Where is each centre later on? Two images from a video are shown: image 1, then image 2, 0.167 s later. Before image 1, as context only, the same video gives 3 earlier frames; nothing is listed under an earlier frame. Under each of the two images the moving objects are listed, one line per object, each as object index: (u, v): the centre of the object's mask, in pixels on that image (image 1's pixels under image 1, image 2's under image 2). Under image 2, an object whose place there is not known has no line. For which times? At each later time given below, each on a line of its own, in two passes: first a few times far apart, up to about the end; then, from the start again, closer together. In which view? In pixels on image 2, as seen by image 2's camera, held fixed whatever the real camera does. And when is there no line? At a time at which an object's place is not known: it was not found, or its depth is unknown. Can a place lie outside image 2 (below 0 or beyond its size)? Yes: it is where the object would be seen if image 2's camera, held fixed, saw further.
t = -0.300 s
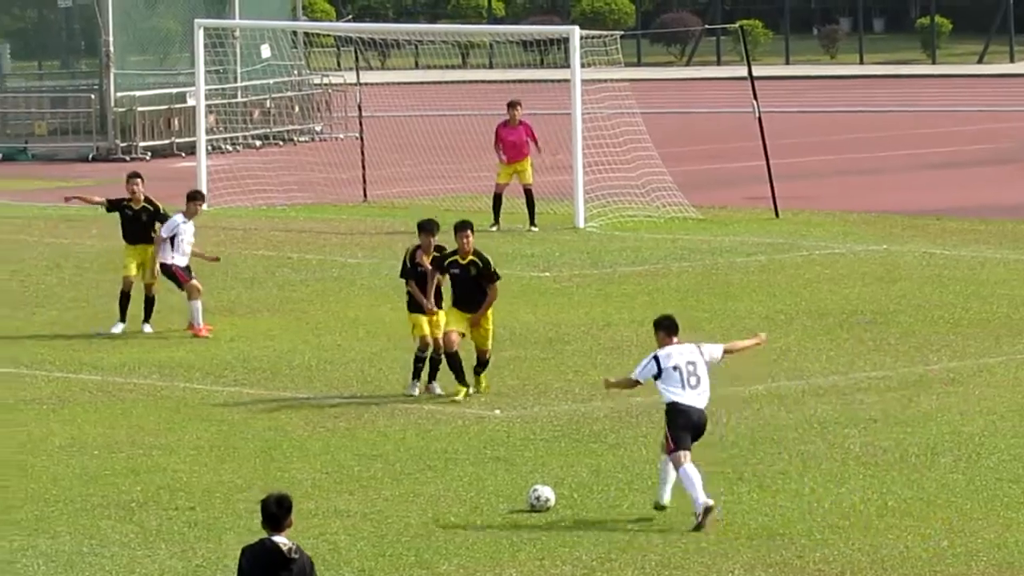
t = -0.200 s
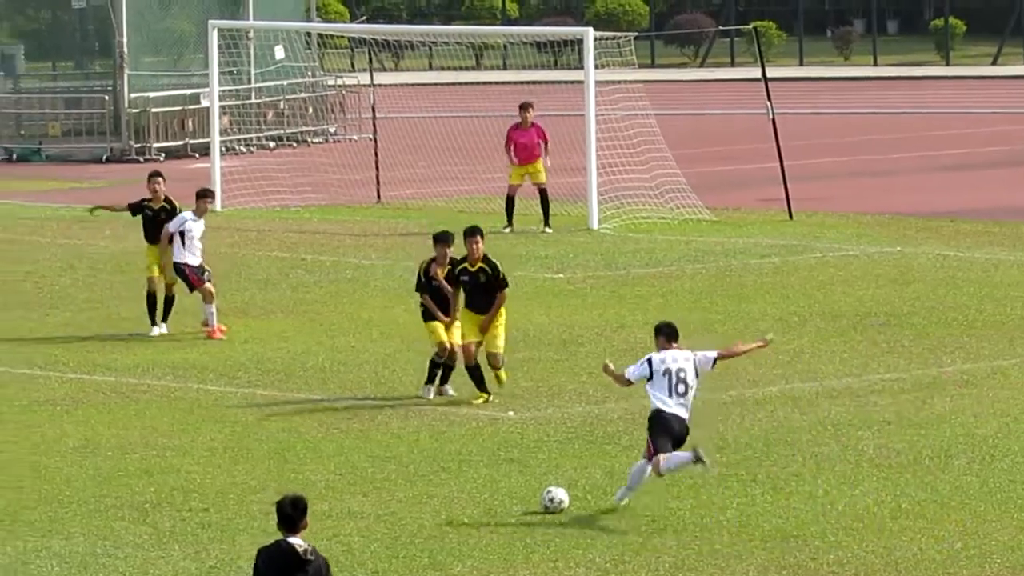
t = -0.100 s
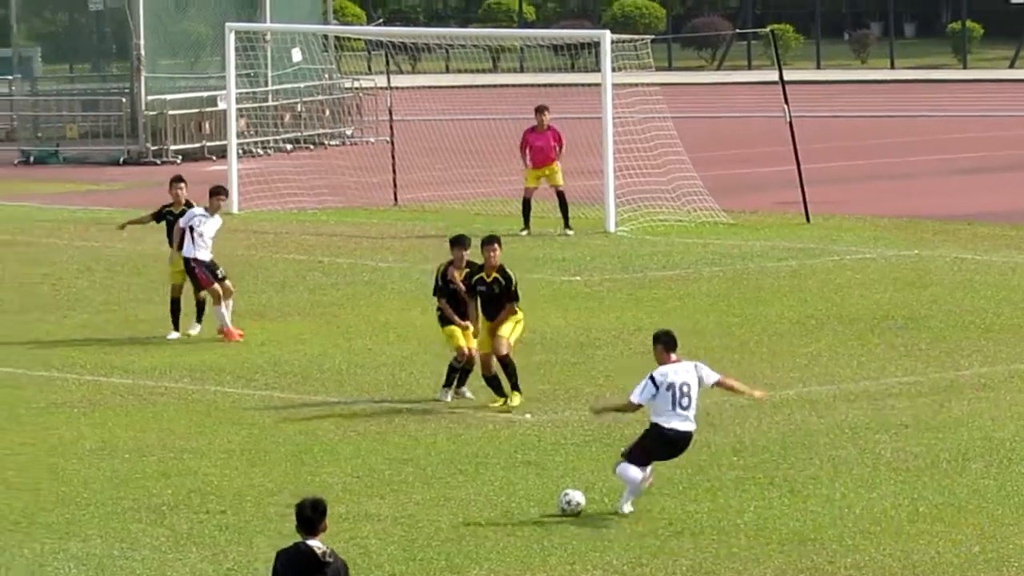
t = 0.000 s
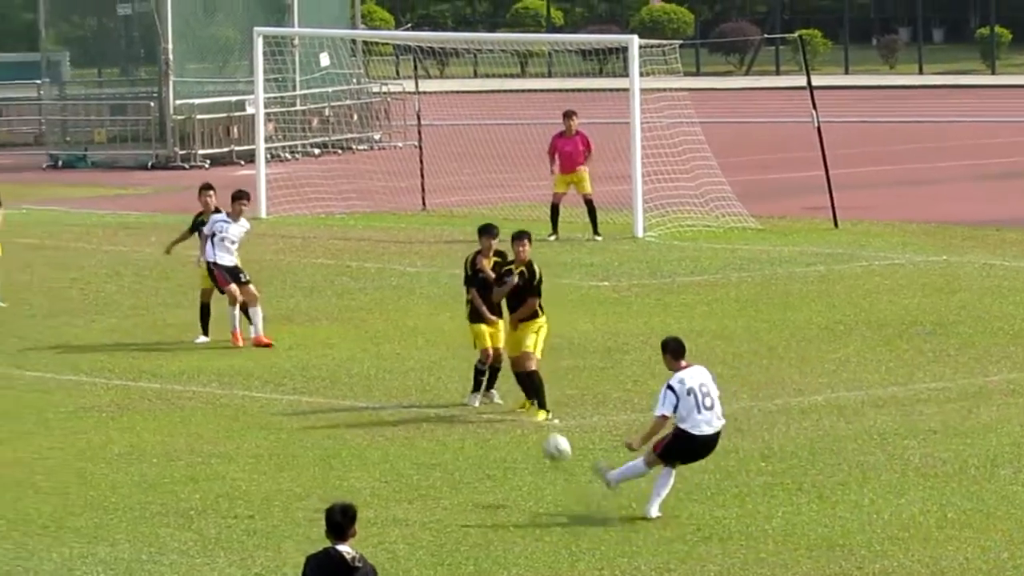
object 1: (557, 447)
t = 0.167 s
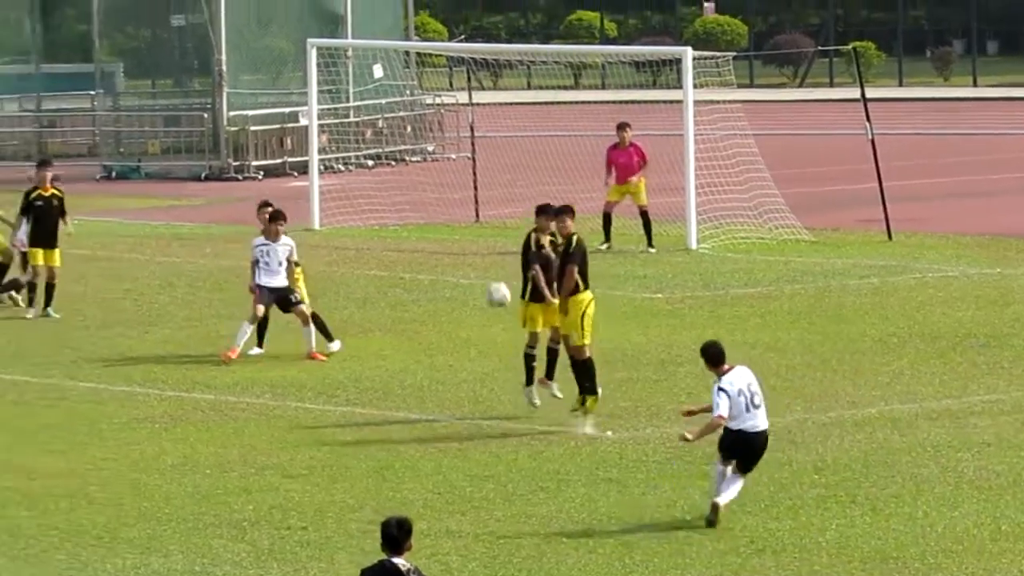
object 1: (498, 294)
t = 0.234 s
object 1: (467, 242)
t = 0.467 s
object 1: (385, 116)
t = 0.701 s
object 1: (349, 54)
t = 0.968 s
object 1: (340, 48)
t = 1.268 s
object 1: (353, 102)
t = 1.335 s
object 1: (359, 121)
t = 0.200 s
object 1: (482, 268)
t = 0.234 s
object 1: (467, 242)
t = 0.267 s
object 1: (453, 220)
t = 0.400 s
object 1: (404, 146)
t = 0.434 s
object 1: (394, 130)
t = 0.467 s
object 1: (385, 116)
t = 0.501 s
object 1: (378, 102)
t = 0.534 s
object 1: (371, 93)
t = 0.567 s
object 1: (366, 80)
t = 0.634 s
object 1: (356, 65)
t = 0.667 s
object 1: (351, 60)
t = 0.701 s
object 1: (349, 54)
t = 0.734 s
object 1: (347, 51)
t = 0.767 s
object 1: (345, 49)
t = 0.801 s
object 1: (344, 46)
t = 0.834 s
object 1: (343, 45)
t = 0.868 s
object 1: (342, 45)
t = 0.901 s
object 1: (342, 45)
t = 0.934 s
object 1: (341, 46)
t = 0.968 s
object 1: (340, 48)
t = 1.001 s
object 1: (340, 50)
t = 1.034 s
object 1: (340, 54)
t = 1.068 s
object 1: (340, 59)
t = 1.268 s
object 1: (353, 102)
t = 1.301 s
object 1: (356, 111)
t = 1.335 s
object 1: (359, 121)
